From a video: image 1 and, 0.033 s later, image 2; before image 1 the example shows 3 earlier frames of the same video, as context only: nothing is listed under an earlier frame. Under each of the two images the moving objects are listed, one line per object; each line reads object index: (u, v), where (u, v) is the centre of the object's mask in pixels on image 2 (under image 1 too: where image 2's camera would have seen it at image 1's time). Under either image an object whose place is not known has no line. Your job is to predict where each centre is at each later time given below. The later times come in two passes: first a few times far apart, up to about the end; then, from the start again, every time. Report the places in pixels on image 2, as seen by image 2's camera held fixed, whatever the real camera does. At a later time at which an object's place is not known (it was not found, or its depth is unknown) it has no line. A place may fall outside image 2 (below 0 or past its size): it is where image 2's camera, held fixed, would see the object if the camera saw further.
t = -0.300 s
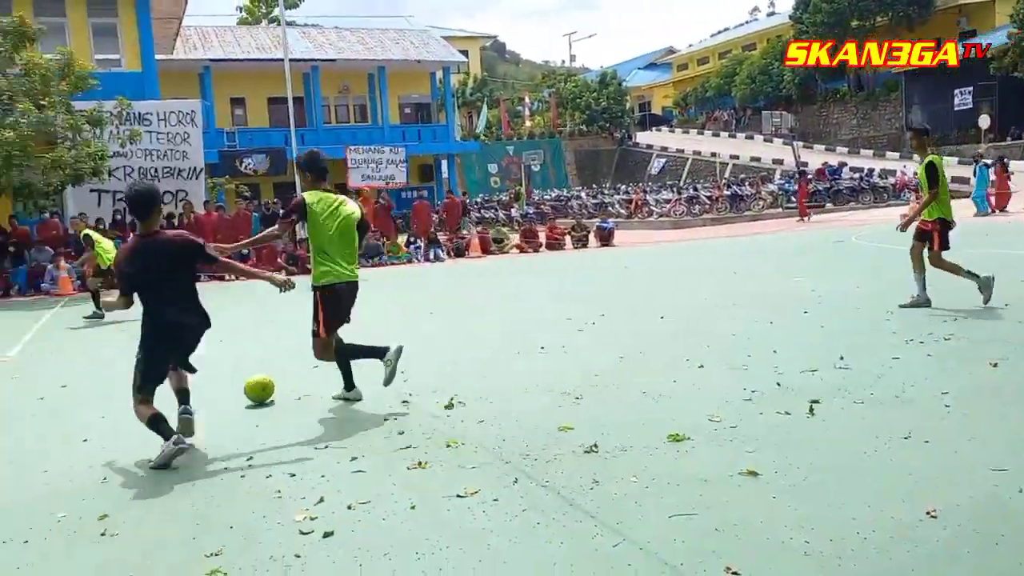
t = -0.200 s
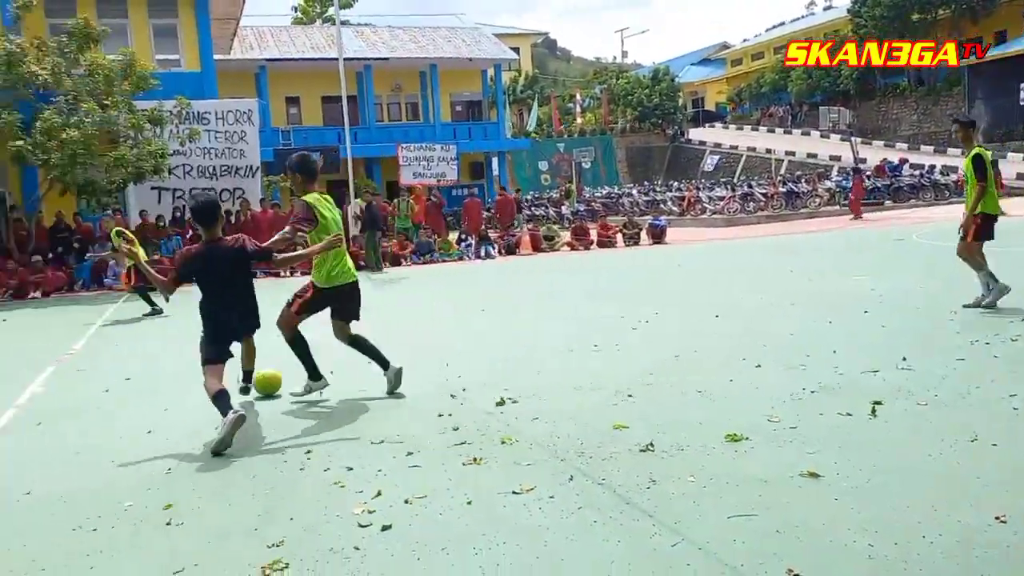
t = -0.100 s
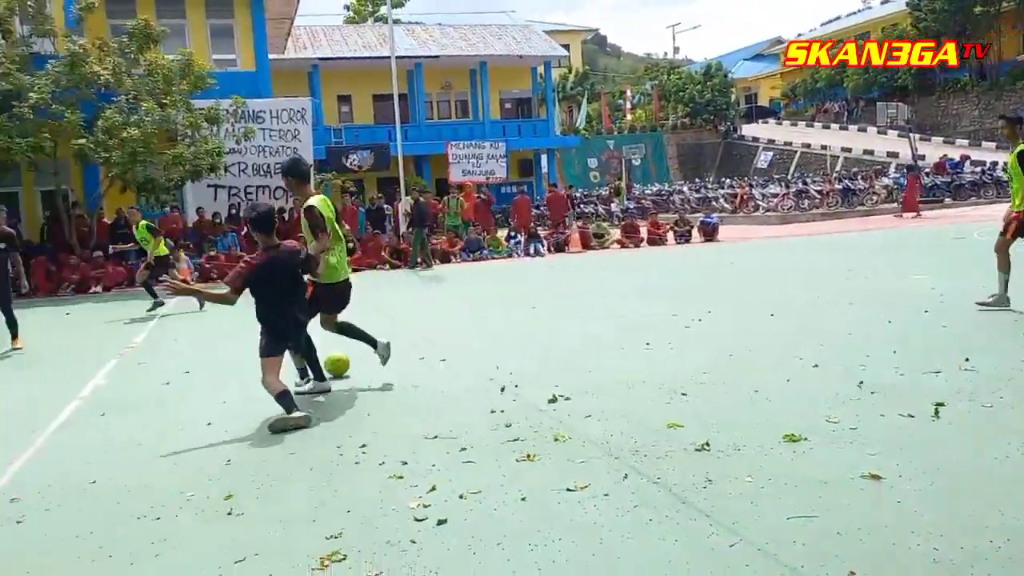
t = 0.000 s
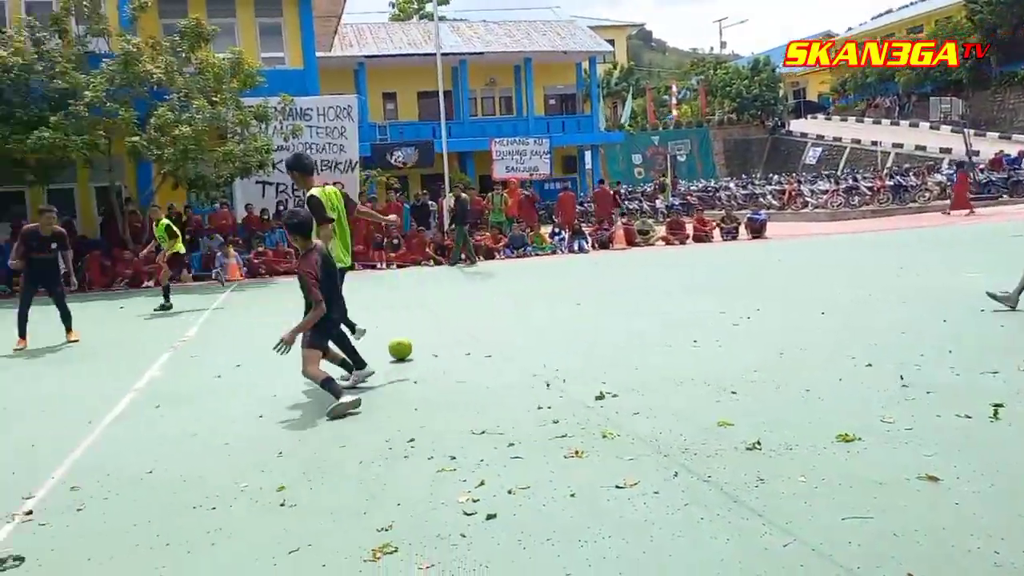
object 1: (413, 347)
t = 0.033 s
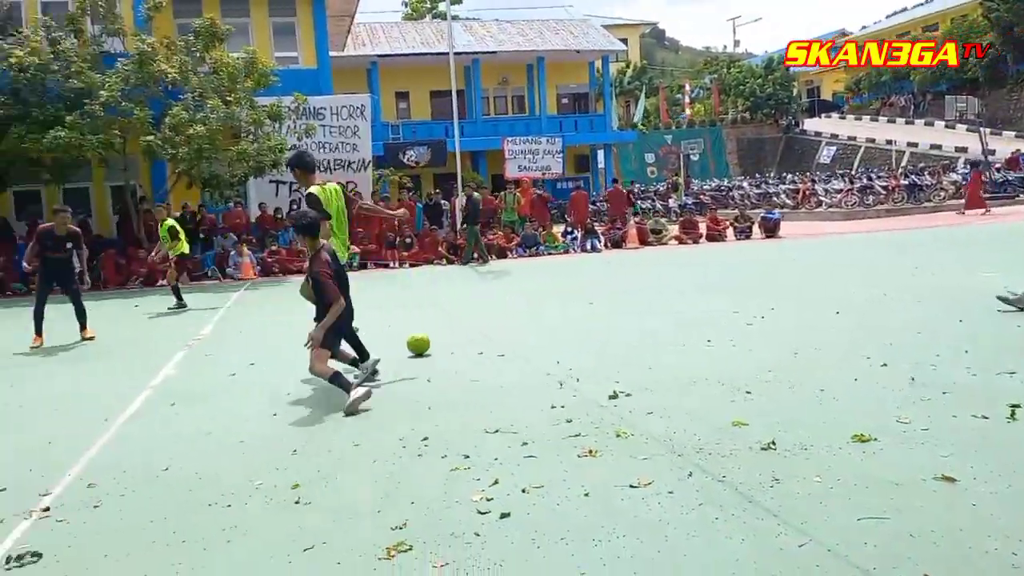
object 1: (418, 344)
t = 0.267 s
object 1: (447, 325)
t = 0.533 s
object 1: (472, 309)
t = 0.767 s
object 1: (490, 299)
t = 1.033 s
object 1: (506, 288)
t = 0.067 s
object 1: (423, 340)
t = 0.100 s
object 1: (427, 338)
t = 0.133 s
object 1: (431, 335)
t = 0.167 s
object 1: (435, 333)
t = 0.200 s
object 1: (439, 330)
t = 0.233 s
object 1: (443, 327)
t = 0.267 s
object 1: (447, 325)
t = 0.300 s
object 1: (450, 323)
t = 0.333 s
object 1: (454, 320)
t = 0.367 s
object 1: (457, 318)
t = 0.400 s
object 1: (460, 316)
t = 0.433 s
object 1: (463, 314)
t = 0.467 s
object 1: (466, 312)
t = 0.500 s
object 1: (469, 311)
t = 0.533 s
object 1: (472, 309)
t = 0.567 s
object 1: (475, 307)
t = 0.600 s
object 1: (478, 306)
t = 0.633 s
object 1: (480, 304)
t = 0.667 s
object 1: (483, 303)
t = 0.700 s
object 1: (485, 301)
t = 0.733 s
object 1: (487, 300)
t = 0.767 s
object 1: (490, 299)
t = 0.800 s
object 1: (492, 297)
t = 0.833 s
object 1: (494, 296)
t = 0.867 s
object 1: (497, 294)
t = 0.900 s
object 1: (499, 293)
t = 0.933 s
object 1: (501, 292)
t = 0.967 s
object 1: (503, 290)
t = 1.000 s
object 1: (505, 290)
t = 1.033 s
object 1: (506, 288)
